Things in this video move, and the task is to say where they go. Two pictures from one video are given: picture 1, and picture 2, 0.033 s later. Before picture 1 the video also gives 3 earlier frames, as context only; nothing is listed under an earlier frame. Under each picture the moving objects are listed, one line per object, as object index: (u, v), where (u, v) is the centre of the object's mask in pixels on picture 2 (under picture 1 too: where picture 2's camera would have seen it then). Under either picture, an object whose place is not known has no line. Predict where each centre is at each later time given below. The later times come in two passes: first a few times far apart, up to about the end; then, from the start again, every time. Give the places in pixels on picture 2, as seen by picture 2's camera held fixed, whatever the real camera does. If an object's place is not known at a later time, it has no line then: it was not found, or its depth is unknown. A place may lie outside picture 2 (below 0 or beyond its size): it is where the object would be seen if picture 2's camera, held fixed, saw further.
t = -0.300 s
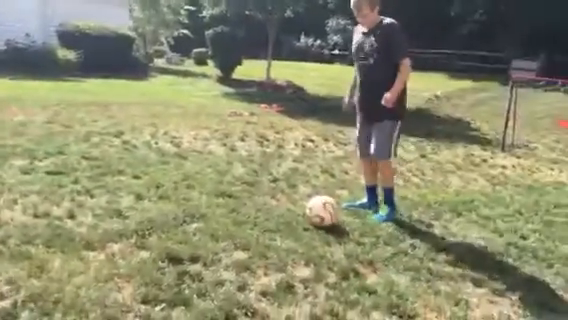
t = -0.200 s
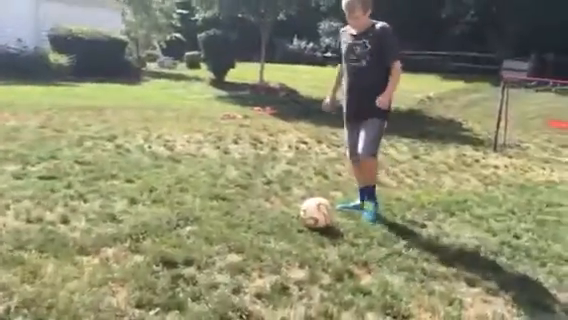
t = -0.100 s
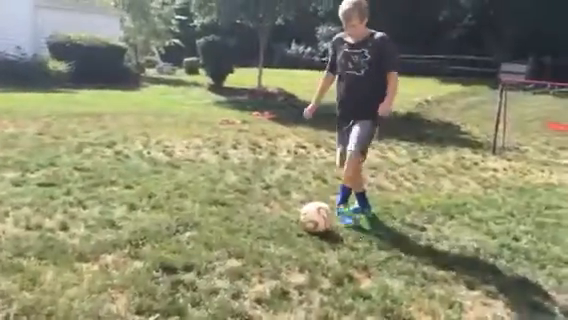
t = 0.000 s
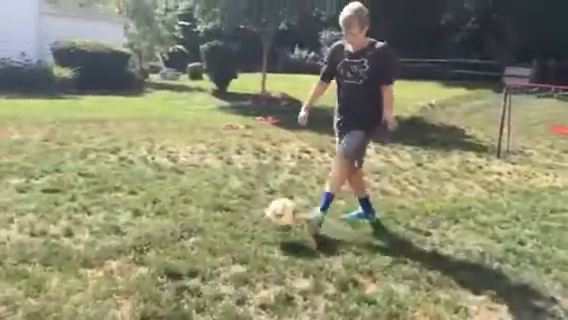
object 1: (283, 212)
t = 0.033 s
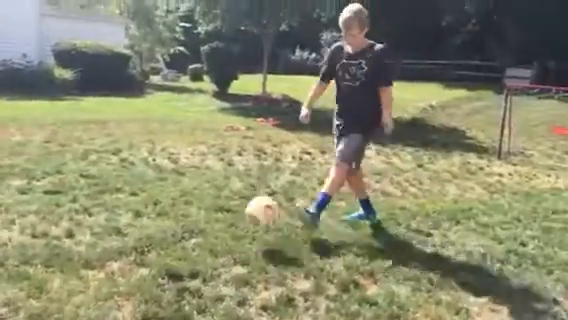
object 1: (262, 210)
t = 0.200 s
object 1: (132, 229)
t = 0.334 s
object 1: (9, 272)
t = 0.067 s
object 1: (238, 209)
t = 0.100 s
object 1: (214, 209)
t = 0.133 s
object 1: (189, 215)
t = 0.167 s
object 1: (164, 219)
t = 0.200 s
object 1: (132, 229)
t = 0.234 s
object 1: (103, 234)
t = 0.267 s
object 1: (72, 249)
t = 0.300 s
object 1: (38, 264)
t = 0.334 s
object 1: (9, 272)
